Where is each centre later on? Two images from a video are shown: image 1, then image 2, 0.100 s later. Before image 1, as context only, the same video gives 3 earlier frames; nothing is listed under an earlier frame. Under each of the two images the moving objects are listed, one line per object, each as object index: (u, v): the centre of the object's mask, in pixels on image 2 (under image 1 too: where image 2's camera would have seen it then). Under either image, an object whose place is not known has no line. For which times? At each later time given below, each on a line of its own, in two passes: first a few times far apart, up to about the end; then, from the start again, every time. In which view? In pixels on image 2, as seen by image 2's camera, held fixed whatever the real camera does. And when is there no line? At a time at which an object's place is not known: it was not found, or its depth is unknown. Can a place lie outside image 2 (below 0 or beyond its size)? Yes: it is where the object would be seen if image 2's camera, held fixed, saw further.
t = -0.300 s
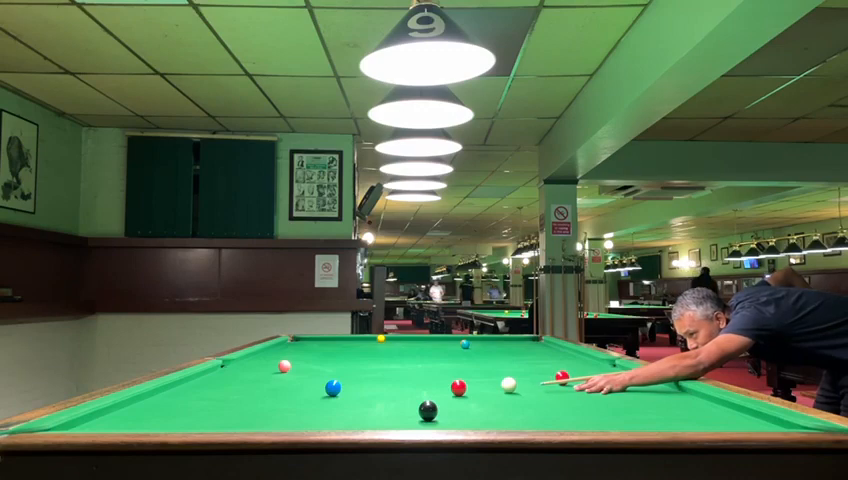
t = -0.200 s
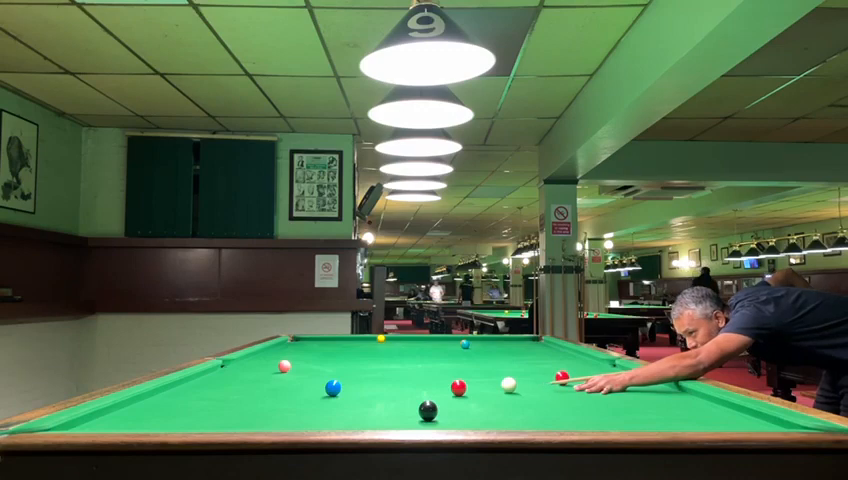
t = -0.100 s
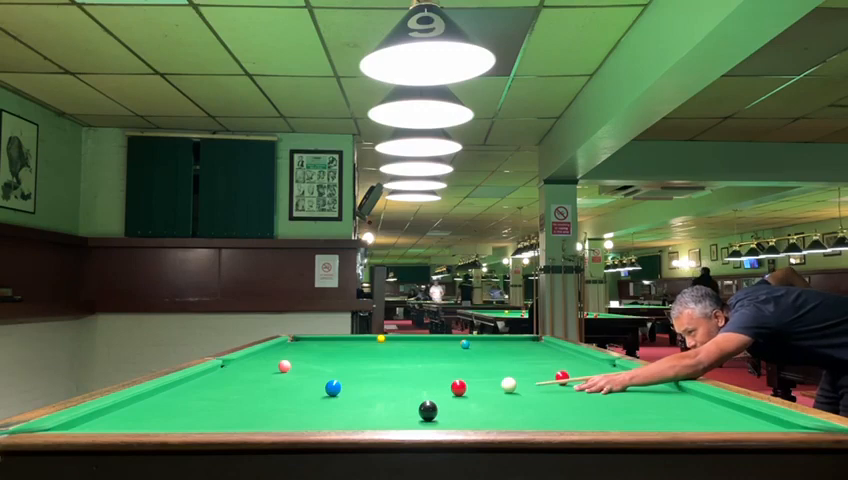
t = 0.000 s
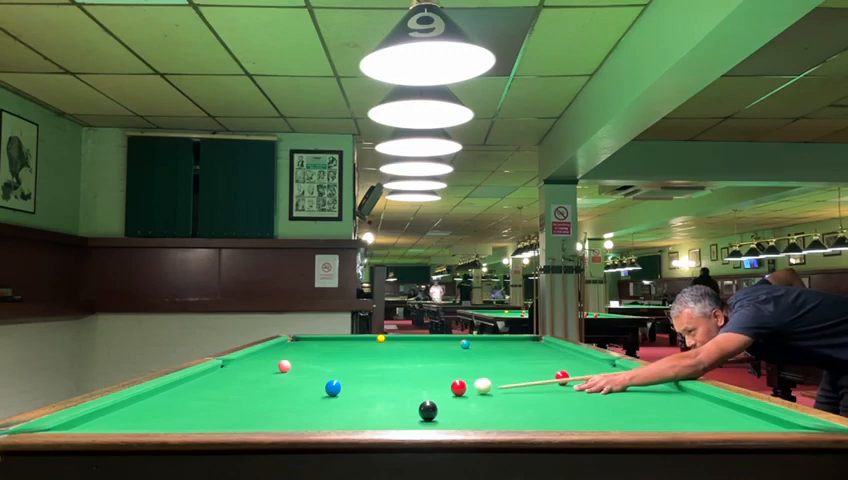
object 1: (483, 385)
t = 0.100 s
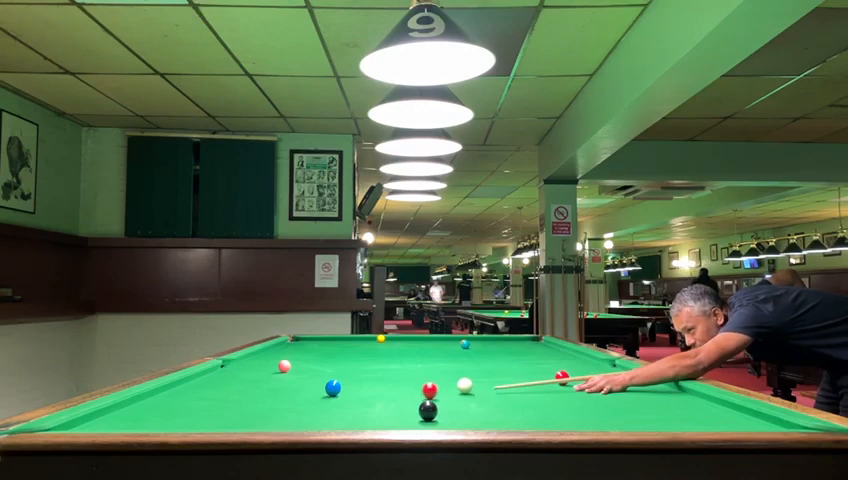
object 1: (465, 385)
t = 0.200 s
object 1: (459, 384)
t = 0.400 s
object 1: (449, 382)
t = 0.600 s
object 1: (440, 380)
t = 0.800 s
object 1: (432, 378)
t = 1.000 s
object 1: (424, 377)
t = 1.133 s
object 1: (419, 376)
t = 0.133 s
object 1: (463, 385)
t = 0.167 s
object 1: (461, 384)
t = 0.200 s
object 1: (459, 384)
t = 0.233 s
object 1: (457, 384)
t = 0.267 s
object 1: (456, 383)
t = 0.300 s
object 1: (454, 383)
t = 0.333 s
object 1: (452, 383)
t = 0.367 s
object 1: (451, 382)
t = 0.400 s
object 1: (449, 382)
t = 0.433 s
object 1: (447, 382)
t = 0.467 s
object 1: (446, 381)
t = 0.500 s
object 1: (444, 381)
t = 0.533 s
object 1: (443, 381)
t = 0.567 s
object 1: (441, 380)
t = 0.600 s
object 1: (440, 380)
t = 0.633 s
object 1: (439, 380)
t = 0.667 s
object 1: (437, 379)
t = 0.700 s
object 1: (436, 379)
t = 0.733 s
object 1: (434, 379)
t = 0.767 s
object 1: (433, 379)
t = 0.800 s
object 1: (432, 378)
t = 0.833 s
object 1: (431, 378)
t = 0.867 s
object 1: (429, 378)
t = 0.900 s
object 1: (428, 377)
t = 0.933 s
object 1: (426, 377)
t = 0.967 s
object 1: (425, 377)
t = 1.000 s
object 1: (424, 377)
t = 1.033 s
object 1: (423, 376)
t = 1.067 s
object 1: (422, 376)
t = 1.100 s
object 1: (420, 376)
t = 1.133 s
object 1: (419, 376)
